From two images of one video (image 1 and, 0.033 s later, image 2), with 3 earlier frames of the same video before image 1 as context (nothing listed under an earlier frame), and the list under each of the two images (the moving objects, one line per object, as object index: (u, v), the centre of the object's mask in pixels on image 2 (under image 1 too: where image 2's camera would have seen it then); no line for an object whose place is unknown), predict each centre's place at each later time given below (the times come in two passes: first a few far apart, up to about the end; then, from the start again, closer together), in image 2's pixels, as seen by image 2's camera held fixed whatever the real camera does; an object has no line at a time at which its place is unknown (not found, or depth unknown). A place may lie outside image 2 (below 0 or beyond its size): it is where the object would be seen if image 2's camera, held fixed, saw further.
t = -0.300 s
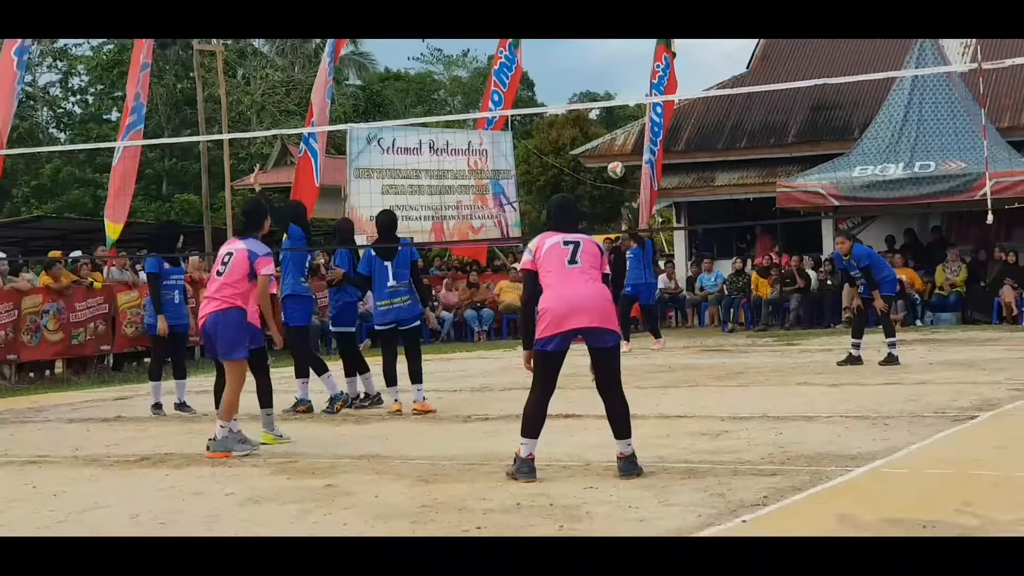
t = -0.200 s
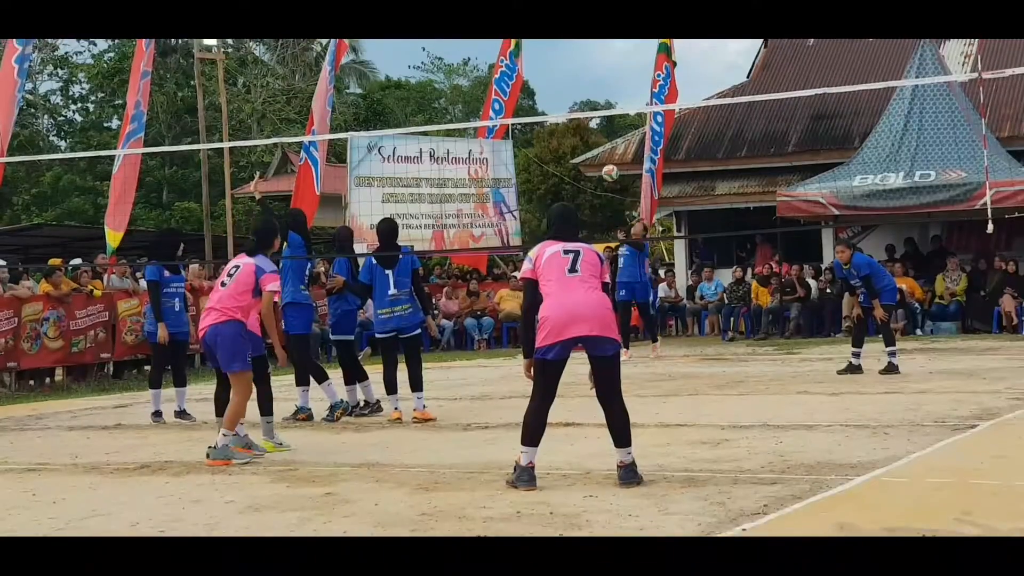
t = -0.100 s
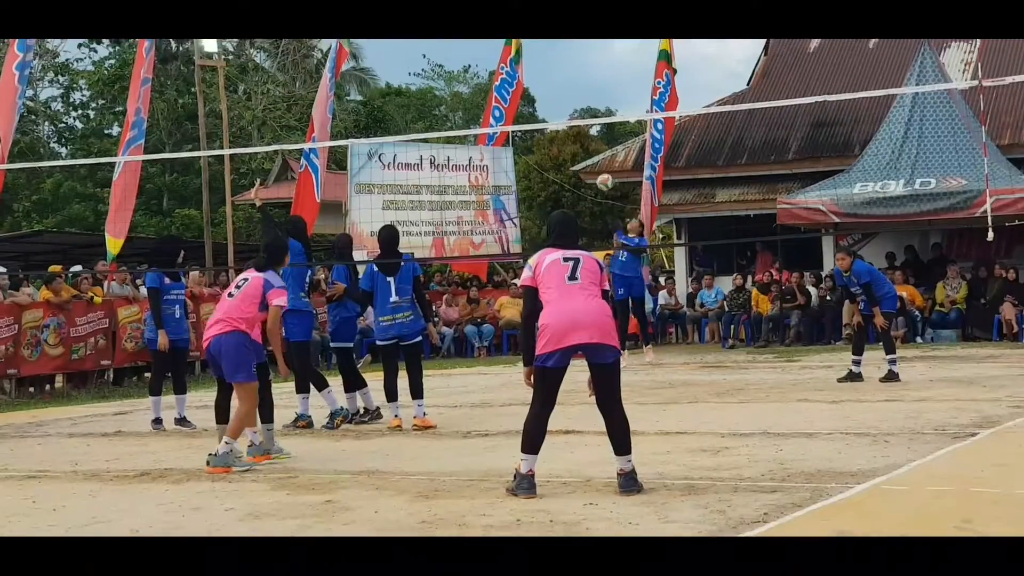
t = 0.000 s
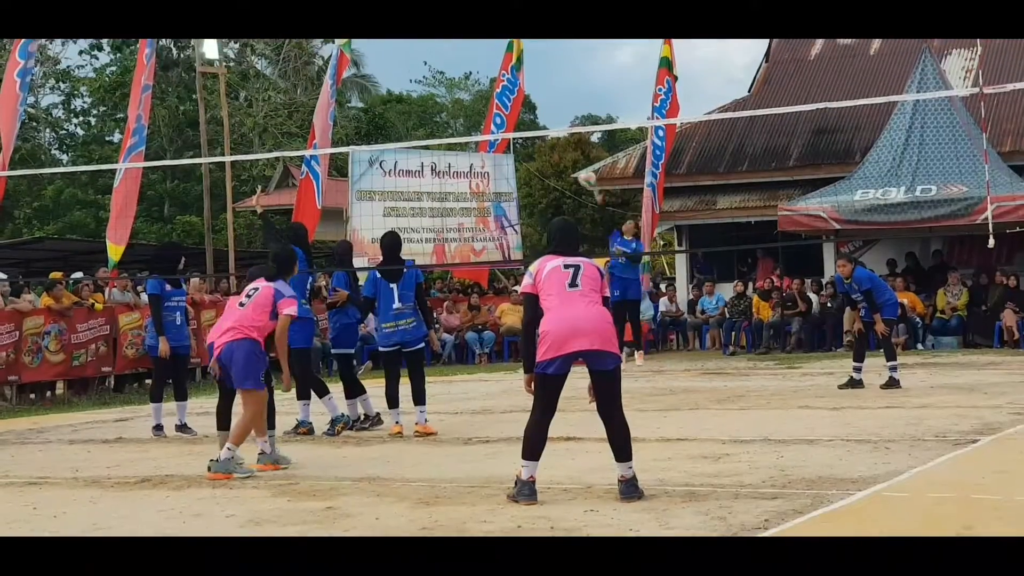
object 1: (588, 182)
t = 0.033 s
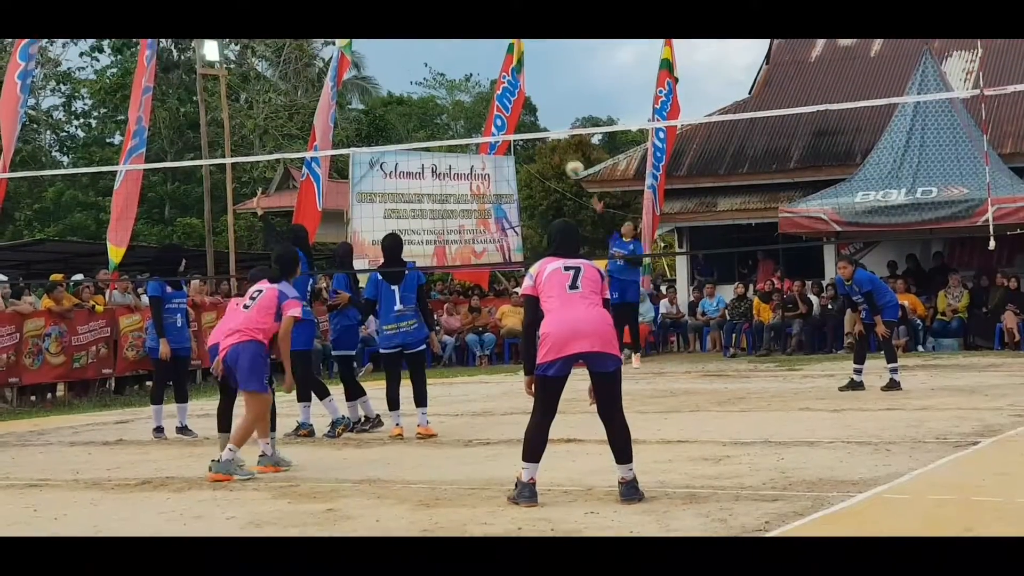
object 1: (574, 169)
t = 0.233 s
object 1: (491, 112)
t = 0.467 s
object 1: (379, 88)
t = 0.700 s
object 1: (226, 122)
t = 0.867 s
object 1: (60, 209)
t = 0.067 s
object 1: (561, 158)
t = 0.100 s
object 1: (548, 147)
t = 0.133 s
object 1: (534, 137)
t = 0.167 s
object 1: (520, 127)
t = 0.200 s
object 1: (506, 120)
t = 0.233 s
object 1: (491, 112)
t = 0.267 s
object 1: (477, 106)
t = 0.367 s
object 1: (432, 93)
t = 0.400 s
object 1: (415, 89)
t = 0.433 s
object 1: (398, 88)
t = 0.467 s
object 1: (379, 88)
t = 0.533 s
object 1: (344, 90)
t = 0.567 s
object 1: (322, 93)
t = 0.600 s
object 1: (301, 98)
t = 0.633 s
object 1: (278, 105)
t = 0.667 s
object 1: (252, 113)
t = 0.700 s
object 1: (226, 122)
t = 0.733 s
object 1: (197, 134)
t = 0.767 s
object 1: (166, 147)
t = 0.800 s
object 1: (135, 162)
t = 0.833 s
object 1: (97, 185)
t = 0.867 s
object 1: (60, 209)
